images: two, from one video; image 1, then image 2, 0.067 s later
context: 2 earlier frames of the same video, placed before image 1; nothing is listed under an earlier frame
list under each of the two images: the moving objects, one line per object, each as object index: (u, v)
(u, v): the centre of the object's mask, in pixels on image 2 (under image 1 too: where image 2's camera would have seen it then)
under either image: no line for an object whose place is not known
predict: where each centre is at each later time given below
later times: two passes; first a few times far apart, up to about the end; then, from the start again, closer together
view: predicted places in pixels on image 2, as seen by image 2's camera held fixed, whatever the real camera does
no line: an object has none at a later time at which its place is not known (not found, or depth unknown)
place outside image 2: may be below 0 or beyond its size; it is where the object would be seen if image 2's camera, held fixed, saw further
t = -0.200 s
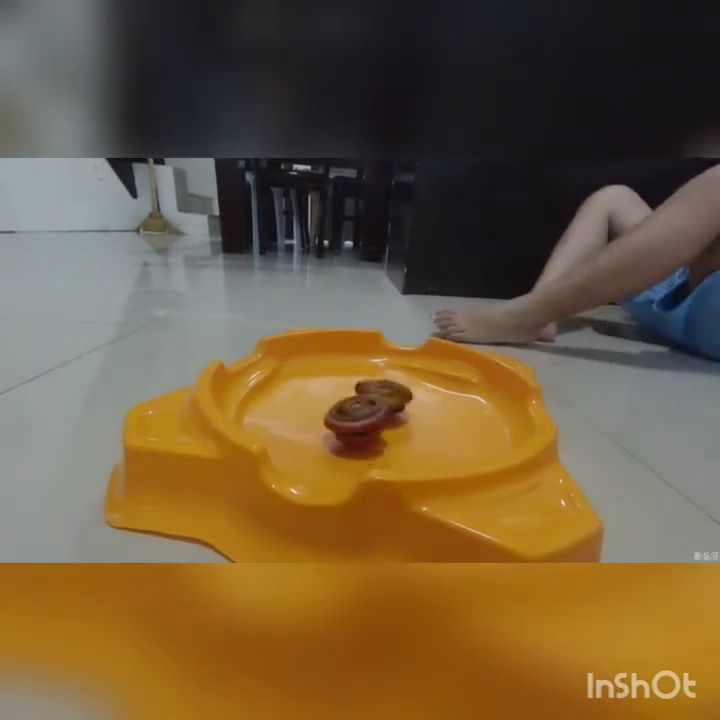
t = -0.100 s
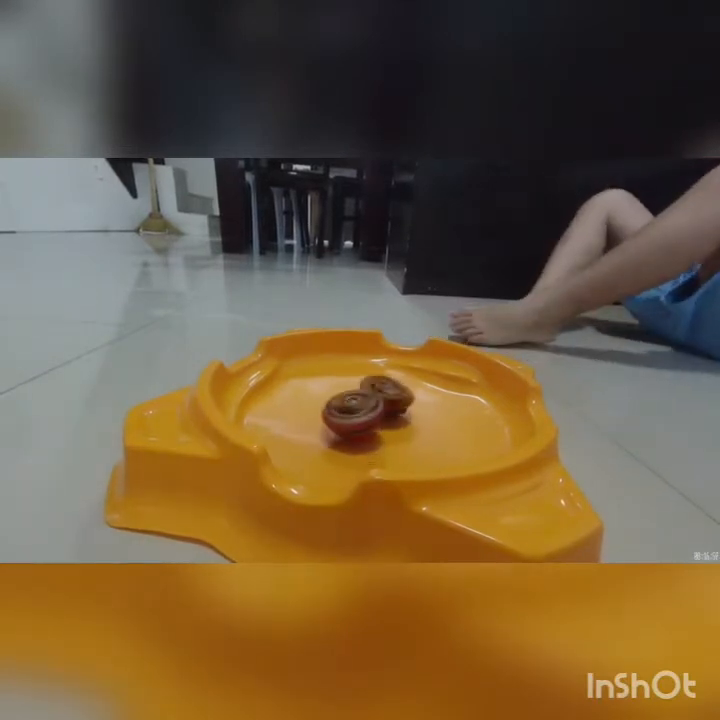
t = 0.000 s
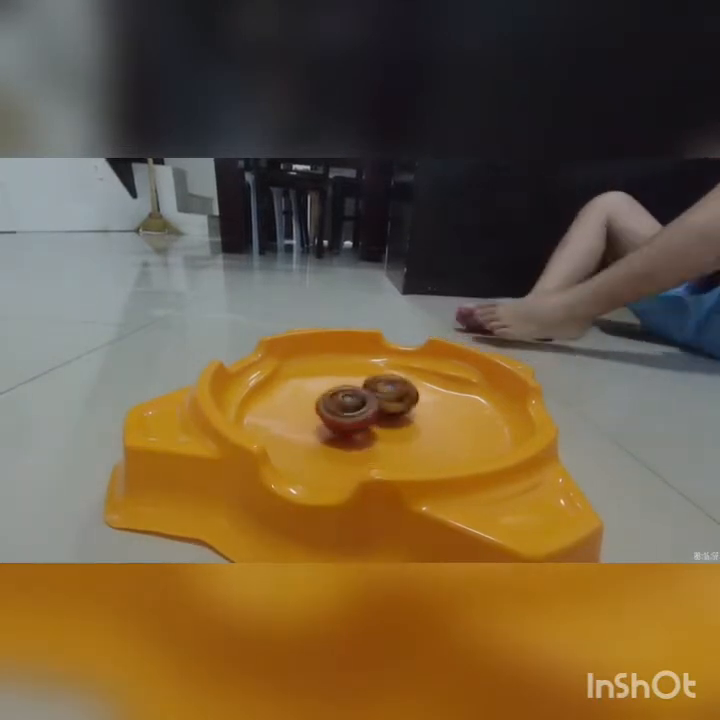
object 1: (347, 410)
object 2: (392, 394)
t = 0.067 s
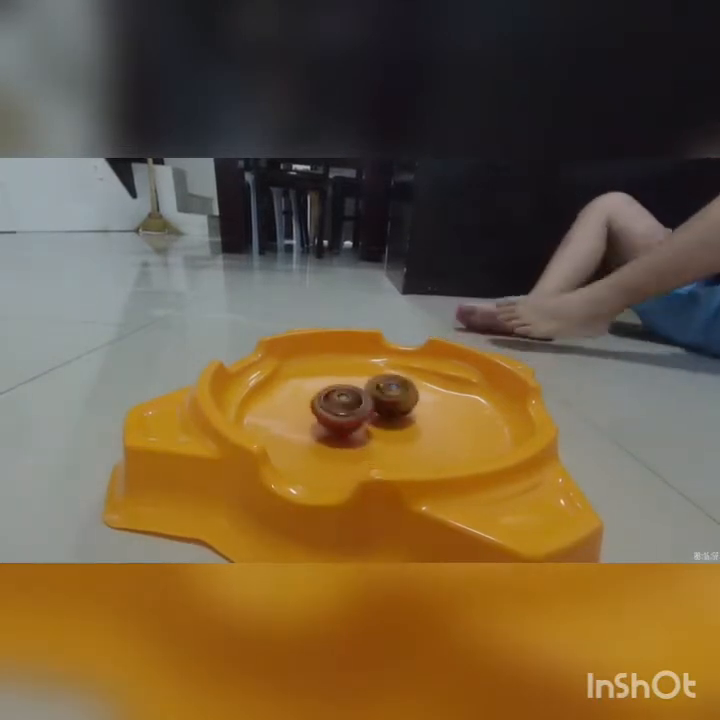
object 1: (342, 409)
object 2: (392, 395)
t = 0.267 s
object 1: (330, 406)
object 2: (386, 399)
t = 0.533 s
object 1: (330, 409)
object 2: (386, 401)
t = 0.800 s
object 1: (336, 410)
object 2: (392, 398)
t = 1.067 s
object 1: (332, 402)
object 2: (396, 401)
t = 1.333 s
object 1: (321, 398)
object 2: (389, 405)
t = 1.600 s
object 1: (331, 402)
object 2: (400, 398)
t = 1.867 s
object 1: (335, 395)
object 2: (405, 402)
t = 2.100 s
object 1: (330, 386)
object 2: (387, 406)
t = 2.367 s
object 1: (330, 390)
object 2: (388, 409)
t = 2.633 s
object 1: (354, 388)
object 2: (386, 420)
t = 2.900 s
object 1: (357, 376)
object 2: (363, 417)
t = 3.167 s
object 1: (353, 378)
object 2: (363, 414)
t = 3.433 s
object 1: (364, 382)
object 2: (361, 413)
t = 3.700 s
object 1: (378, 376)
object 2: (369, 413)
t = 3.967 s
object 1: (381, 383)
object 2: (378, 417)
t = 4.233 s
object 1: (397, 381)
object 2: (377, 417)
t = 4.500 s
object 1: (395, 380)
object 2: (386, 414)
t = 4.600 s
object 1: (390, 390)
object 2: (389, 420)
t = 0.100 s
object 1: (339, 408)
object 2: (390, 395)
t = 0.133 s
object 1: (336, 408)
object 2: (391, 396)
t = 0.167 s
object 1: (334, 407)
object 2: (389, 396)
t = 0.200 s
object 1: (333, 406)
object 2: (389, 397)
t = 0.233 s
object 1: (331, 406)
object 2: (389, 398)
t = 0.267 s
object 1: (330, 406)
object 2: (386, 399)
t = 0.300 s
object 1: (329, 407)
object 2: (386, 400)
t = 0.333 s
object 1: (328, 407)
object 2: (385, 400)
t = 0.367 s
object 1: (328, 407)
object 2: (385, 400)
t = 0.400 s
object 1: (328, 408)
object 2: (386, 401)
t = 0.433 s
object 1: (327, 408)
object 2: (384, 401)
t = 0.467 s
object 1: (328, 408)
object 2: (386, 401)
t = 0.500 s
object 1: (330, 409)
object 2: (385, 400)
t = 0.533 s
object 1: (330, 409)
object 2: (386, 401)
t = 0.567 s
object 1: (331, 409)
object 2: (386, 400)
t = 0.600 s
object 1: (332, 409)
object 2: (386, 399)
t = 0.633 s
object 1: (332, 410)
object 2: (388, 399)
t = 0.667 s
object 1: (335, 410)
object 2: (390, 398)
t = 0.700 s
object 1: (336, 410)
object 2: (391, 397)
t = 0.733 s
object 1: (337, 410)
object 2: (392, 398)
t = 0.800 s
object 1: (336, 410)
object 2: (392, 398)
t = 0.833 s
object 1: (337, 409)
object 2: (394, 397)
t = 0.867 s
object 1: (338, 409)
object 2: (395, 398)
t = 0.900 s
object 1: (339, 408)
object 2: (394, 397)
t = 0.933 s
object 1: (339, 407)
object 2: (394, 399)
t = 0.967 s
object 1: (340, 405)
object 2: (393, 400)
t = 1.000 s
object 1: (340, 404)
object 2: (394, 400)
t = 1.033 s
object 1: (337, 402)
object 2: (395, 401)
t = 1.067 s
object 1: (332, 402)
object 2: (396, 401)
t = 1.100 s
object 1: (329, 400)
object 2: (399, 402)
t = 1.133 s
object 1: (326, 399)
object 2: (398, 402)
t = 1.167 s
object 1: (324, 398)
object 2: (397, 403)
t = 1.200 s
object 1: (323, 397)
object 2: (397, 403)
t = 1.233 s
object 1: (322, 397)
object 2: (394, 404)
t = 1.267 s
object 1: (322, 397)
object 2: (393, 405)
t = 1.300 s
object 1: (321, 398)
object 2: (392, 406)
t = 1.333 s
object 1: (321, 398)
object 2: (389, 405)
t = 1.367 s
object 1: (322, 398)
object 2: (388, 405)
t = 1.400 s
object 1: (323, 399)
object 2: (387, 405)
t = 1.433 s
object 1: (324, 400)
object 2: (384, 404)
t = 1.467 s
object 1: (325, 401)
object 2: (384, 403)
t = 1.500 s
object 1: (323, 401)
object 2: (390, 402)
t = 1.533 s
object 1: (324, 401)
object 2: (392, 399)
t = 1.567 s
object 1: (327, 402)
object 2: (396, 398)
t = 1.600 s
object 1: (331, 402)
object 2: (400, 398)
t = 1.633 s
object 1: (333, 402)
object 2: (401, 398)
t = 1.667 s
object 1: (336, 402)
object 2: (402, 396)
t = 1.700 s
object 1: (338, 401)
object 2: (403, 398)
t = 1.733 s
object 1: (341, 401)
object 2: (401, 400)
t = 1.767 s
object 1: (343, 400)
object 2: (400, 399)
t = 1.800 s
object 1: (345, 399)
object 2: (399, 400)
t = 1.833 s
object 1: (340, 398)
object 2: (402, 402)
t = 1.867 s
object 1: (335, 395)
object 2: (405, 402)
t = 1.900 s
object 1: (332, 393)
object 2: (407, 404)
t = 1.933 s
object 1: (331, 392)
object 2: (408, 403)
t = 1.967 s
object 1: (331, 389)
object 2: (402, 406)
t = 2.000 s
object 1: (331, 388)
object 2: (399, 407)
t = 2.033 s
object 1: (330, 387)
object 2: (395, 405)
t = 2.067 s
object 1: (330, 387)
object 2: (390, 407)
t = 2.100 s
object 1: (330, 386)
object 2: (387, 406)
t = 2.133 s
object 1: (329, 387)
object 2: (383, 404)
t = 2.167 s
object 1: (328, 387)
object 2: (384, 403)
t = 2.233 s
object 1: (326, 387)
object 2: (385, 404)
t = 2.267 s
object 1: (328, 388)
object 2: (384, 404)
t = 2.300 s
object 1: (328, 389)
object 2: (386, 404)
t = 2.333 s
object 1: (329, 390)
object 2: (387, 407)
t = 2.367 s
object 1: (330, 390)
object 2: (388, 409)
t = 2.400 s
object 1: (332, 390)
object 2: (390, 410)
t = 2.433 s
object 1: (336, 391)
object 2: (394, 410)
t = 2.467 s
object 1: (339, 391)
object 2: (396, 413)
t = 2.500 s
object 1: (343, 391)
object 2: (395, 415)
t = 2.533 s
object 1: (346, 391)
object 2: (392, 417)
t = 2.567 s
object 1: (348, 391)
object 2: (391, 417)
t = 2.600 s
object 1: (352, 390)
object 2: (390, 419)
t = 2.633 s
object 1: (354, 388)
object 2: (386, 420)
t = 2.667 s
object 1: (356, 387)
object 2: (382, 421)
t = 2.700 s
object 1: (357, 386)
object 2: (379, 421)
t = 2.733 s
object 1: (357, 383)
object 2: (377, 419)
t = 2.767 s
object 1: (357, 382)
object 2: (371, 418)
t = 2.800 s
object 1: (358, 381)
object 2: (368, 417)
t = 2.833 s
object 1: (359, 380)
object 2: (365, 416)
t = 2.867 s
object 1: (359, 379)
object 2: (364, 416)
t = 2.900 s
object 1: (357, 376)
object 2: (363, 417)
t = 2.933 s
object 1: (356, 374)
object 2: (359, 415)
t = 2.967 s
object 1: (355, 373)
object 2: (357, 413)
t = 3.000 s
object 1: (355, 375)
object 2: (355, 415)
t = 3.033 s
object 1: (355, 376)
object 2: (355, 415)
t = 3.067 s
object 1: (355, 376)
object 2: (355, 414)
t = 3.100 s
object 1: (355, 377)
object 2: (357, 414)
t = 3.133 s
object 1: (355, 379)
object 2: (361, 415)
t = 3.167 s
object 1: (353, 378)
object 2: (363, 414)
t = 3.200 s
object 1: (353, 377)
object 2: (363, 413)
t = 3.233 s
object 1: (351, 378)
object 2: (365, 412)
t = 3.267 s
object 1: (354, 379)
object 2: (364, 414)
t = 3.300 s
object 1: (354, 378)
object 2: (363, 412)
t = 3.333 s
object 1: (356, 380)
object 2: (364, 412)
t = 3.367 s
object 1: (359, 381)
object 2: (364, 413)
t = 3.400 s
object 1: (361, 381)
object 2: (363, 413)
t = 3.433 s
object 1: (364, 382)
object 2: (361, 413)
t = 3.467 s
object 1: (367, 383)
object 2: (361, 416)
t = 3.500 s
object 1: (369, 384)
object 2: (361, 415)
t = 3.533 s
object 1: (371, 384)
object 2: (363, 416)
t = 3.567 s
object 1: (373, 383)
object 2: (365, 416)
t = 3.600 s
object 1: (375, 383)
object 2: (367, 415)
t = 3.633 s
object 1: (376, 381)
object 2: (367, 413)
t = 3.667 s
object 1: (379, 378)
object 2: (367, 412)
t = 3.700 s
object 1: (378, 376)
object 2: (369, 413)
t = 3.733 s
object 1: (377, 377)
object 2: (370, 412)
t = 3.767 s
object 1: (378, 379)
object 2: (372, 416)
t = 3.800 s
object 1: (380, 377)
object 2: (373, 413)
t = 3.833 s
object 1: (380, 378)
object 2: (374, 414)
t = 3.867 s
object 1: (380, 379)
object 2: (375, 415)
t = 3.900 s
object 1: (379, 381)
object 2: (376, 415)
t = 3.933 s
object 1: (379, 383)
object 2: (378, 417)
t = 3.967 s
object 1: (381, 383)
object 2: (378, 417)
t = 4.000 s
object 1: (382, 384)
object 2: (378, 418)
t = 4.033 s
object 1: (384, 385)
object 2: (380, 416)
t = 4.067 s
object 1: (387, 386)
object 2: (379, 416)
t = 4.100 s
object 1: (388, 382)
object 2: (379, 415)
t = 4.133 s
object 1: (392, 386)
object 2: (379, 417)
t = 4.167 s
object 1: (395, 385)
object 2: (378, 418)
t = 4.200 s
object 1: (395, 382)
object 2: (376, 418)
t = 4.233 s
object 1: (397, 381)
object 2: (377, 417)
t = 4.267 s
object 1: (397, 378)
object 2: (377, 420)
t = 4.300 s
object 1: (399, 380)
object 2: (385, 415)
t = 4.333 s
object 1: (398, 380)
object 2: (385, 416)
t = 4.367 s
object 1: (395, 380)
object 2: (384, 417)
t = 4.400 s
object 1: (396, 380)
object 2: (386, 414)
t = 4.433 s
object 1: (396, 381)
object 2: (385, 415)
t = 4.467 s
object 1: (395, 381)
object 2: (384, 416)
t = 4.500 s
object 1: (395, 380)
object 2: (386, 414)
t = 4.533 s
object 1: (389, 380)
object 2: (387, 415)
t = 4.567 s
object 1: (387, 382)
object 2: (387, 416)
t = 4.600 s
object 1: (390, 390)
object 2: (389, 420)
